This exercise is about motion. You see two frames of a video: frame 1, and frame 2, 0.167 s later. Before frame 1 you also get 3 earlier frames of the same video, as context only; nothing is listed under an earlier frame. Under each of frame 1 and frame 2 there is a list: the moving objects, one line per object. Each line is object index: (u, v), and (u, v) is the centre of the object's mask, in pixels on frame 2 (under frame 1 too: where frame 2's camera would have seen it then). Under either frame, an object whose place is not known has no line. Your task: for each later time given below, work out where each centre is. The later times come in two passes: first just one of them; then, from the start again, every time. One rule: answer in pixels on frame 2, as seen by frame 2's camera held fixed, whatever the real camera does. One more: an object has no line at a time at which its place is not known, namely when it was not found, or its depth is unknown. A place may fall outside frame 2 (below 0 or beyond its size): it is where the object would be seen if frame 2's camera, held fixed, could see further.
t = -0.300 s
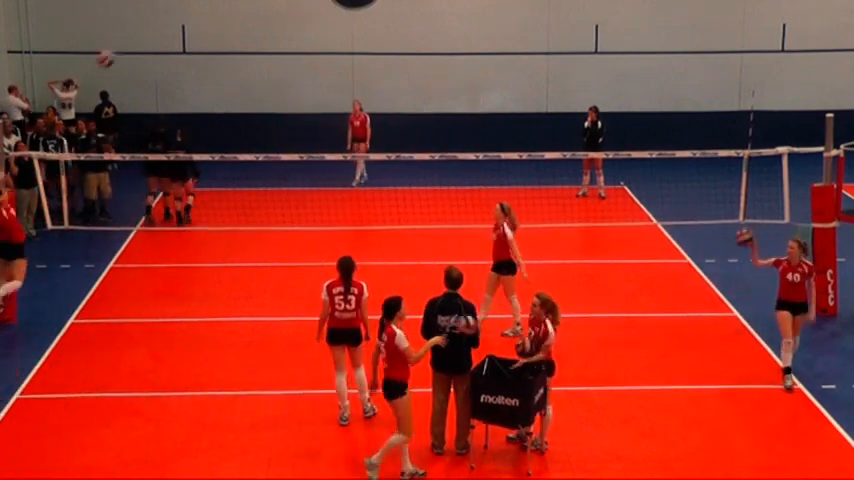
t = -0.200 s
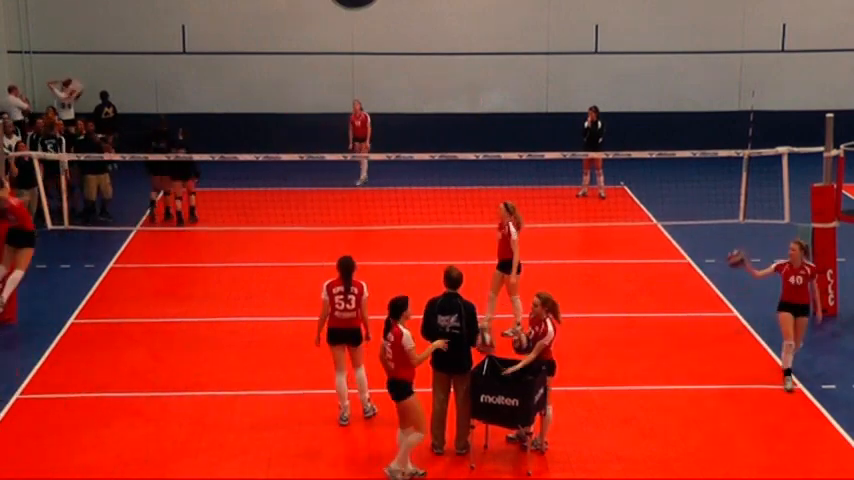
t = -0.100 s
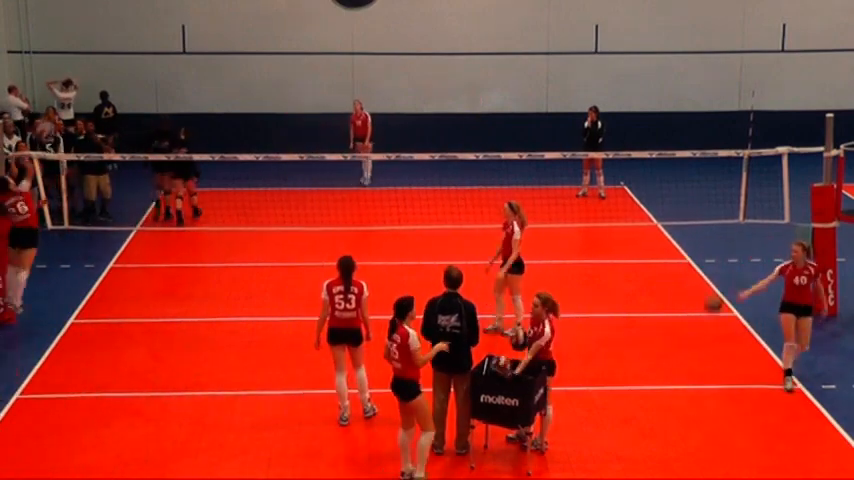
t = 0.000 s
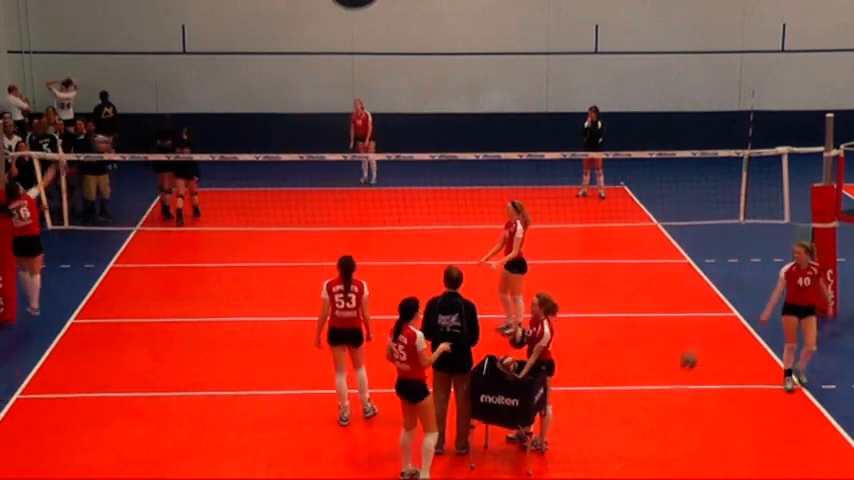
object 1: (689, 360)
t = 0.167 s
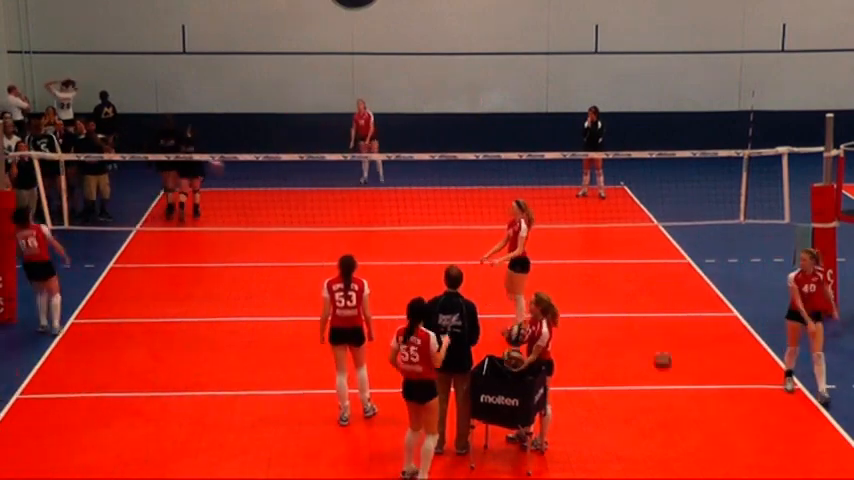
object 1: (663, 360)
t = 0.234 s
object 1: (656, 342)
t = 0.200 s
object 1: (659, 351)
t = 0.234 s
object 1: (656, 342)
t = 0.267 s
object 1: (653, 334)
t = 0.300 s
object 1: (649, 326)
